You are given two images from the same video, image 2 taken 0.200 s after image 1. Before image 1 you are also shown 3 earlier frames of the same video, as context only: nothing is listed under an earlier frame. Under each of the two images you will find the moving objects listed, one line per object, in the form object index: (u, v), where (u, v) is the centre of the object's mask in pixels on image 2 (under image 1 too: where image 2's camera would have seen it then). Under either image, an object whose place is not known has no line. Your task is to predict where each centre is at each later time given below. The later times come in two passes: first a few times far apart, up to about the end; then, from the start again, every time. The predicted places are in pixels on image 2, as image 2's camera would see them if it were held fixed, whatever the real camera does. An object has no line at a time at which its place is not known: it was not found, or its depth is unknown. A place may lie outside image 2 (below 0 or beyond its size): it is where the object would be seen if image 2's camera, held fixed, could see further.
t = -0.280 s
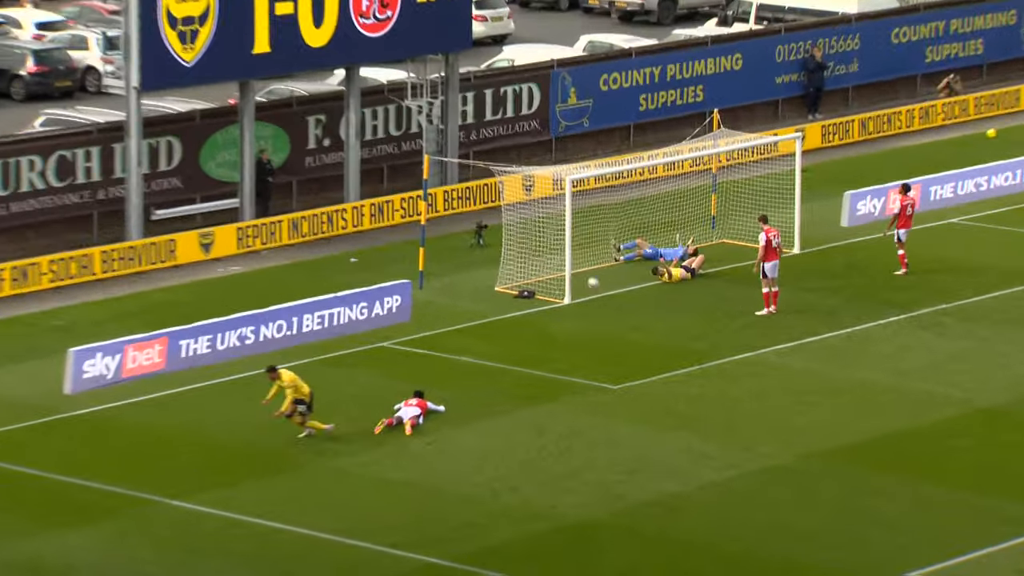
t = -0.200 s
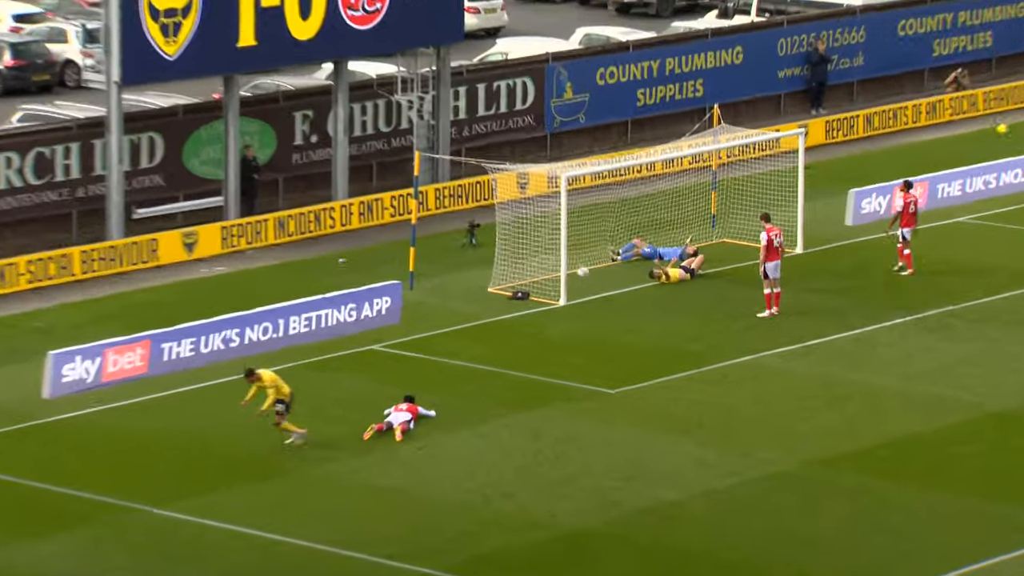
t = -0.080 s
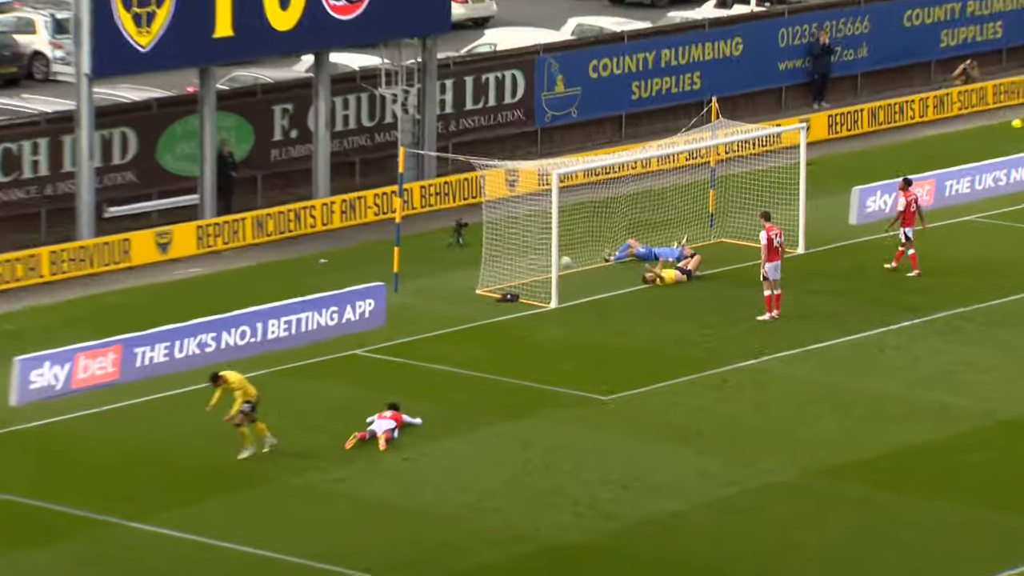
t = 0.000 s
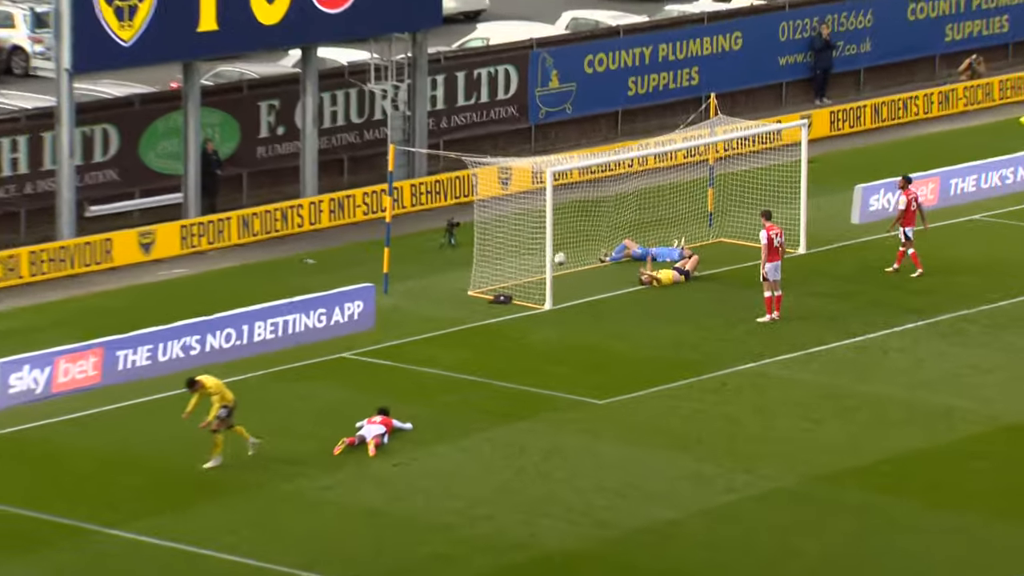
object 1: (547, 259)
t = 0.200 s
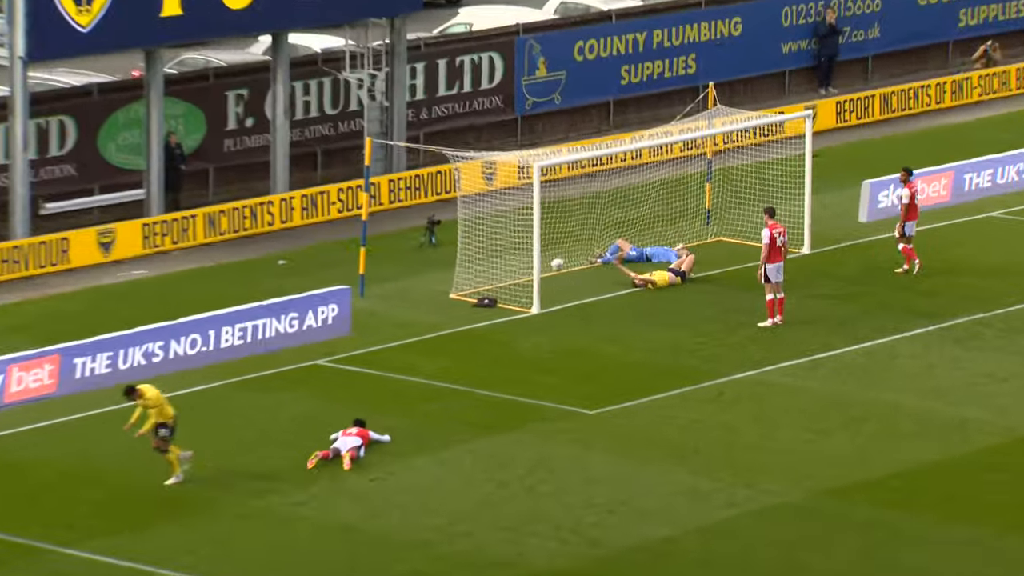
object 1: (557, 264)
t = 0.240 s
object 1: (559, 268)
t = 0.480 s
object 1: (569, 312)
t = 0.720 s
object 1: (572, 320)
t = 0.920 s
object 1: (574, 319)
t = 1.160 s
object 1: (574, 348)
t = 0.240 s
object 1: (559, 268)
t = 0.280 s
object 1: (562, 274)
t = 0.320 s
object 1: (563, 279)
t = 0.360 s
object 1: (564, 286)
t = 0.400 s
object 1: (566, 293)
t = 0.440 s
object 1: (568, 301)
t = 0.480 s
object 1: (569, 312)
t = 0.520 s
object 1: (571, 322)
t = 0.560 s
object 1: (572, 334)
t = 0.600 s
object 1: (572, 332)
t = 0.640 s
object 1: (572, 327)
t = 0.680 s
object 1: (572, 323)
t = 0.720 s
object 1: (572, 320)
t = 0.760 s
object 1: (573, 318)
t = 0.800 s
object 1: (573, 317)
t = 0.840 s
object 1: (573, 316)
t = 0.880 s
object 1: (573, 317)
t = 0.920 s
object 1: (574, 319)
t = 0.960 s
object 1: (573, 322)
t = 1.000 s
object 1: (573, 324)
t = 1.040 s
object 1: (574, 329)
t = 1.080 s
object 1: (573, 334)
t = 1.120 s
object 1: (574, 341)
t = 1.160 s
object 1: (574, 348)
